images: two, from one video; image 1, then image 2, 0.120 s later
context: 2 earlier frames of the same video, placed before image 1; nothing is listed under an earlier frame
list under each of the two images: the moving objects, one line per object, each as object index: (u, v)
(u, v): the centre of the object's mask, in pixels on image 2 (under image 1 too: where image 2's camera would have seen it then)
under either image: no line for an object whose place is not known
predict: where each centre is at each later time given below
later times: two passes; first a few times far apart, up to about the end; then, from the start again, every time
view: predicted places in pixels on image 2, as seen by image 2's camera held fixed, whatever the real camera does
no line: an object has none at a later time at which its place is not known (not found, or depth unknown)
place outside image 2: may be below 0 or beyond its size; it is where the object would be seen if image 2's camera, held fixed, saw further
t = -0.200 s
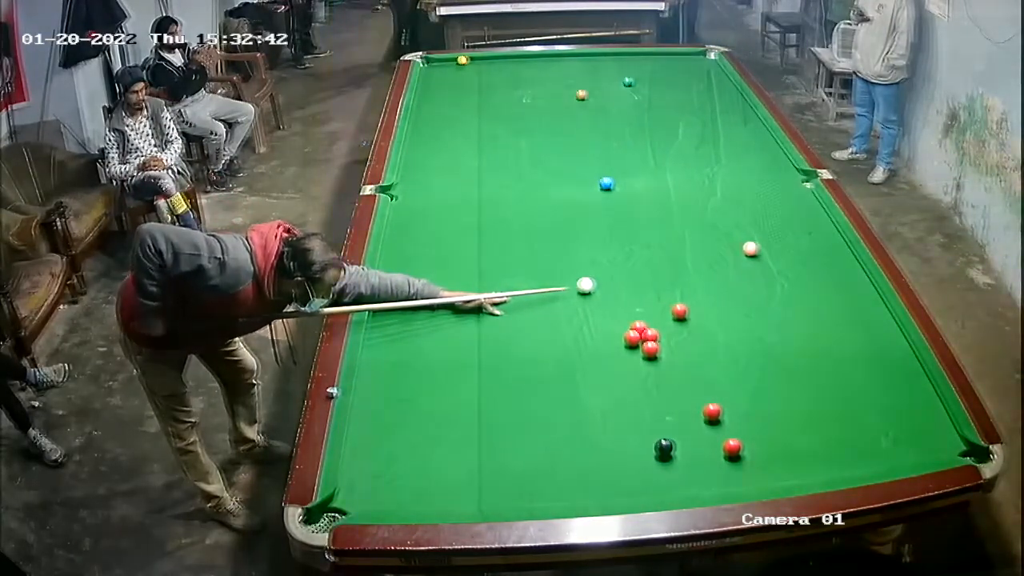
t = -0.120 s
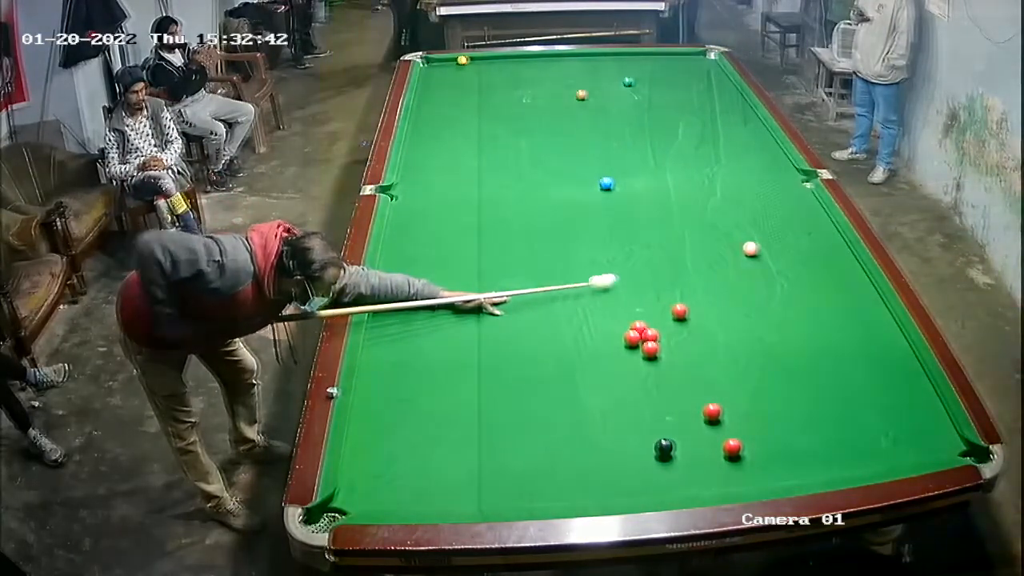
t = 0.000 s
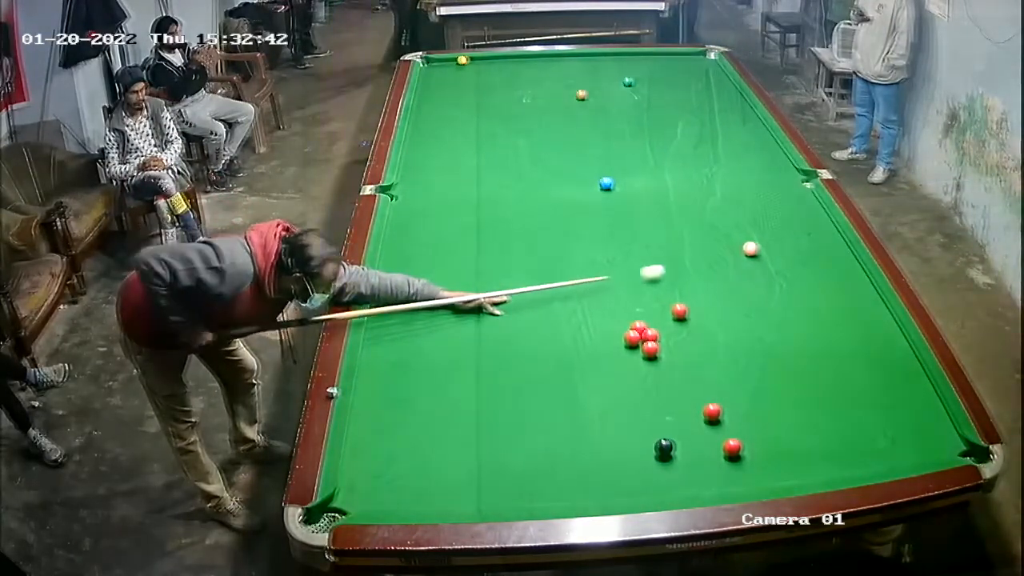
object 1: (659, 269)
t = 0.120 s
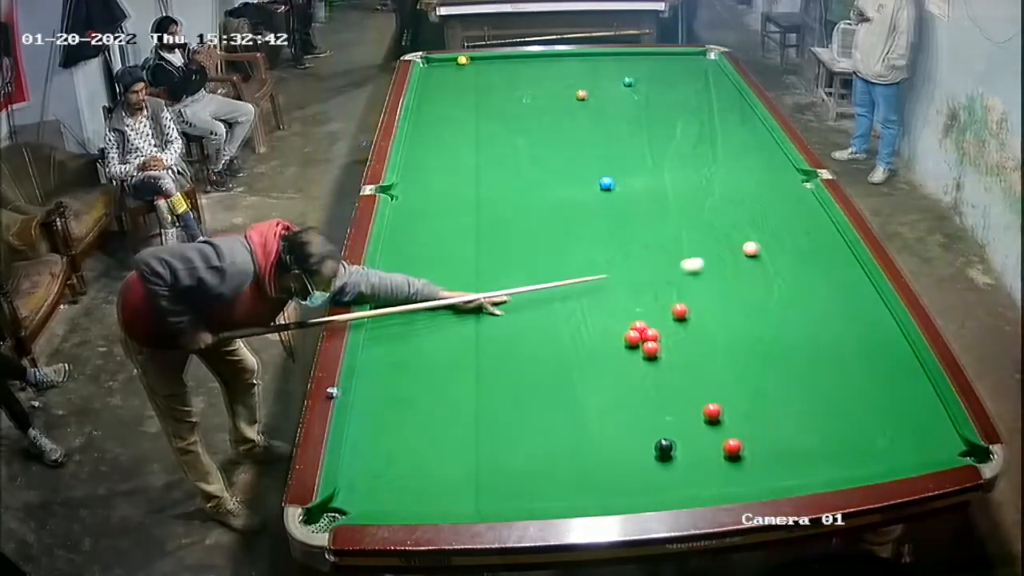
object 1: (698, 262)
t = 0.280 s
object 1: (746, 255)
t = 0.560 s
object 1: (813, 262)
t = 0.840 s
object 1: (852, 269)
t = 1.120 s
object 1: (816, 278)
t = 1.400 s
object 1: (780, 286)
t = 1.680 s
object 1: (743, 295)
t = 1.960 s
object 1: (708, 303)
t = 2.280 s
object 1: (686, 305)
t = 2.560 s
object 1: (677, 304)
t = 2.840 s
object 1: (673, 304)
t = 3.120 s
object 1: (671, 304)
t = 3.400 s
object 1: (671, 304)
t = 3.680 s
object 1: (671, 304)
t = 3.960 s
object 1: (671, 304)
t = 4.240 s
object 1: (671, 304)
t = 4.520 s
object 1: (671, 304)
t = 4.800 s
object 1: (671, 304)
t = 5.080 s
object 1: (671, 304)
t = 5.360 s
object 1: (670, 304)
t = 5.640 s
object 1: (670, 304)
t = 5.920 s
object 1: (670, 304)
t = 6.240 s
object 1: (670, 304)
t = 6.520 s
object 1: (670, 304)
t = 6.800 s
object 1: (670, 304)
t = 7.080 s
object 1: (670, 304)
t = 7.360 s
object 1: (670, 304)
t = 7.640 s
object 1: (670, 304)
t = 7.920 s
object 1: (670, 304)
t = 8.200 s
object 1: (670, 304)
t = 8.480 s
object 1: (670, 304)
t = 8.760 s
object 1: (670, 304)
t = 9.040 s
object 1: (670, 304)
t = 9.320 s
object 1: (670, 304)
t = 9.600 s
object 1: (670, 304)
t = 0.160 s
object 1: (711, 260)
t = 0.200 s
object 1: (723, 257)
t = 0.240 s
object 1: (736, 255)
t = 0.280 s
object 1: (746, 255)
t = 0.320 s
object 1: (757, 255)
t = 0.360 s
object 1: (767, 256)
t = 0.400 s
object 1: (776, 257)
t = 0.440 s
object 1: (785, 258)
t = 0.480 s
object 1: (795, 260)
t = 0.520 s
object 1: (803, 261)
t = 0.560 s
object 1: (813, 262)
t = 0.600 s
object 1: (822, 263)
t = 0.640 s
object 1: (830, 264)
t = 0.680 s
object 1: (839, 265)
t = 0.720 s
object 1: (847, 266)
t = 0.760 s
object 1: (857, 267)
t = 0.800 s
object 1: (857, 268)
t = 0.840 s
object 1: (852, 269)
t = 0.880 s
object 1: (847, 270)
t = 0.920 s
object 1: (842, 271)
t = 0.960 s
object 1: (837, 273)
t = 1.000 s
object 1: (831, 274)
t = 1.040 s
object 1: (826, 275)
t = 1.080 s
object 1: (821, 276)
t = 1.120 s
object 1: (816, 278)
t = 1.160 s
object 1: (811, 279)
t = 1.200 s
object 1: (806, 280)
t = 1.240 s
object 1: (801, 281)
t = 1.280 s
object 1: (795, 282)
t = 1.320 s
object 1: (790, 283)
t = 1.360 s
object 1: (785, 285)
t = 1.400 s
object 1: (780, 286)
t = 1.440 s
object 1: (774, 287)
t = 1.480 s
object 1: (769, 288)
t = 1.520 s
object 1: (764, 290)
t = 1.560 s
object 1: (759, 291)
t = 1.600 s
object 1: (754, 292)
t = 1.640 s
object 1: (748, 293)
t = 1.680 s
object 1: (743, 295)
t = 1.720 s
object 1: (738, 296)
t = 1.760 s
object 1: (733, 297)
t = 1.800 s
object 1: (728, 298)
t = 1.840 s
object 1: (723, 299)
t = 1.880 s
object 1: (718, 300)
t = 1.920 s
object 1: (713, 302)
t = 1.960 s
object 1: (708, 303)
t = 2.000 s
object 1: (703, 304)
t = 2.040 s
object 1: (698, 305)
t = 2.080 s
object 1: (694, 305)
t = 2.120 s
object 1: (692, 306)
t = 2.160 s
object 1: (690, 305)
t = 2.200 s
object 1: (689, 305)
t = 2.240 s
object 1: (687, 306)
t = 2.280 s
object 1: (686, 305)
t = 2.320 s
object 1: (684, 305)
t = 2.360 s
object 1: (683, 305)
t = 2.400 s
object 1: (682, 305)
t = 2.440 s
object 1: (681, 305)
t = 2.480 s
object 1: (680, 305)
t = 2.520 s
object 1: (678, 304)
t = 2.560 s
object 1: (677, 304)
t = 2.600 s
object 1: (677, 304)
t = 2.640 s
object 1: (676, 304)
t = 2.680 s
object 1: (675, 304)
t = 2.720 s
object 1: (674, 304)
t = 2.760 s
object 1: (674, 304)
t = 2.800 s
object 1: (673, 304)
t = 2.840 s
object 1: (673, 304)
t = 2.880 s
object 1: (672, 304)
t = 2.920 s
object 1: (672, 304)
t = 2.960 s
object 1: (672, 304)
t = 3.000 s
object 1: (671, 304)
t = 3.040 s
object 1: (671, 304)
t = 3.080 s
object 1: (671, 304)
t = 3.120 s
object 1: (671, 304)
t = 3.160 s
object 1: (670, 304)
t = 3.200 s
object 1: (670, 304)
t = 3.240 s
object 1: (671, 304)
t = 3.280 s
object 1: (671, 304)
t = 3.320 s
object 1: (671, 304)
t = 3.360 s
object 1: (671, 304)
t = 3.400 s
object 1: (671, 304)
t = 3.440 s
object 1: (671, 304)
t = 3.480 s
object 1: (671, 304)
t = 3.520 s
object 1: (671, 304)
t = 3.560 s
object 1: (671, 304)
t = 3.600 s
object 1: (671, 304)
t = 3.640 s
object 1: (671, 304)
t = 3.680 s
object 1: (671, 304)
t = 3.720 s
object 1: (671, 304)
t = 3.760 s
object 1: (671, 304)
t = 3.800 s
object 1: (671, 304)
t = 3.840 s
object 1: (671, 304)
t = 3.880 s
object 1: (671, 304)
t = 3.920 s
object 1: (671, 304)
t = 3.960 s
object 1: (671, 304)
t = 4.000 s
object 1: (671, 304)
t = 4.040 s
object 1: (671, 304)
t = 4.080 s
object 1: (671, 304)
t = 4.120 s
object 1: (671, 304)
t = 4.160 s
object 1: (671, 304)
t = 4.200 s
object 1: (671, 304)
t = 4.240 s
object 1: (671, 304)
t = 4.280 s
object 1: (671, 304)
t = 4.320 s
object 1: (671, 304)
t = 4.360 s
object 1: (671, 304)
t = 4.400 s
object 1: (671, 304)
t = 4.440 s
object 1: (671, 304)
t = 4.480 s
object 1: (671, 304)
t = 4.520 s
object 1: (671, 304)
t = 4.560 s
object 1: (671, 304)
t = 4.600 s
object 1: (671, 304)
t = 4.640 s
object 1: (671, 304)
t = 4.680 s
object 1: (671, 304)
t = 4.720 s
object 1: (671, 304)
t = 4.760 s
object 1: (671, 304)
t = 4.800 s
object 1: (671, 304)
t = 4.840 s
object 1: (671, 304)
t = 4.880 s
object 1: (671, 304)
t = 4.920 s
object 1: (671, 304)
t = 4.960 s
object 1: (671, 304)
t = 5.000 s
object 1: (671, 304)
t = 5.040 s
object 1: (671, 304)
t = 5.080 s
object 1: (671, 304)
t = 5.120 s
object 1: (671, 304)
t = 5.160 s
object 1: (670, 304)
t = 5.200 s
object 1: (670, 304)
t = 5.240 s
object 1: (670, 304)
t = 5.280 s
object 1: (671, 304)
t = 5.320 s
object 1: (670, 304)
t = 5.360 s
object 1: (670, 304)
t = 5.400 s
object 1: (670, 304)
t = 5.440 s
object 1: (671, 304)
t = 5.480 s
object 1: (670, 304)
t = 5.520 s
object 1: (670, 304)
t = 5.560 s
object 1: (670, 304)
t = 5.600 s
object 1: (671, 304)
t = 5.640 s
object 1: (670, 304)
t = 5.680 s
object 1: (670, 304)
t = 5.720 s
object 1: (670, 304)
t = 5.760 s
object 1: (671, 304)
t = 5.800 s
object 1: (670, 304)
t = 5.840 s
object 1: (670, 304)
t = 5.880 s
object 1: (670, 304)
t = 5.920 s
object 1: (670, 304)
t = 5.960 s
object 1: (670, 304)
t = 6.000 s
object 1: (670, 304)
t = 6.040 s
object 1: (670, 304)
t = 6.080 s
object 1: (670, 304)
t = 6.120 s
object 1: (670, 304)
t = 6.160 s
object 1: (670, 304)
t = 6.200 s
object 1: (670, 304)
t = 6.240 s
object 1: (670, 304)
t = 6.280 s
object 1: (670, 304)
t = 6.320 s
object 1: (670, 304)
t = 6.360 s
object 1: (670, 304)
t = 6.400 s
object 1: (670, 304)
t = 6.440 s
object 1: (670, 304)
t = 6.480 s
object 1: (670, 304)
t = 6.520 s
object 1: (670, 304)
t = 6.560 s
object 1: (670, 304)
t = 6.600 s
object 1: (670, 304)
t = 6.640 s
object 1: (670, 304)
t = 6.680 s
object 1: (670, 304)
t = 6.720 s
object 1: (670, 304)
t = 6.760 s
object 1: (670, 304)
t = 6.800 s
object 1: (670, 304)
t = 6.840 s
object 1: (670, 304)
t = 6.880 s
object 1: (670, 304)
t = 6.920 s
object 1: (670, 304)
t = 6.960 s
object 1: (670, 304)
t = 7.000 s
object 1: (670, 304)
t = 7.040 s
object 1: (670, 304)
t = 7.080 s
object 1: (670, 304)
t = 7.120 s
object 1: (671, 304)
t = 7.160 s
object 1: (670, 304)
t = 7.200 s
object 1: (670, 304)
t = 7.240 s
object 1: (670, 304)
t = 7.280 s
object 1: (670, 304)
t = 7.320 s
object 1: (670, 304)
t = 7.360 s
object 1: (670, 304)
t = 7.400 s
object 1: (670, 304)
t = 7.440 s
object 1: (670, 304)
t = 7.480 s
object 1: (670, 304)
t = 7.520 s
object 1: (670, 304)
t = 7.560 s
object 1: (670, 304)
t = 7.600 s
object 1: (670, 304)
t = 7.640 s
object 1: (670, 304)
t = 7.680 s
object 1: (670, 304)
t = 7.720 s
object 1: (670, 304)
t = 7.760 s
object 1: (670, 304)
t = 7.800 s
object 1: (670, 304)
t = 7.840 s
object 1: (670, 304)
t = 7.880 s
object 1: (670, 304)
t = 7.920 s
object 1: (670, 304)
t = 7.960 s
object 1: (670, 304)
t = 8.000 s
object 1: (670, 304)
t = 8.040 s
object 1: (670, 304)
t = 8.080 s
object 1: (670, 304)
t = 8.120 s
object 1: (670, 304)
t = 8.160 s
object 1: (670, 304)
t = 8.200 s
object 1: (670, 304)
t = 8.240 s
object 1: (670, 304)
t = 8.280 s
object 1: (670, 304)
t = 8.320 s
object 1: (670, 304)
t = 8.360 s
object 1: (670, 304)
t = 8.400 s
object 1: (670, 304)
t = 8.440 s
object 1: (670, 304)
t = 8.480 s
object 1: (670, 304)
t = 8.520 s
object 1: (670, 304)
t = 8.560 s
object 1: (670, 304)
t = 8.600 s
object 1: (670, 304)
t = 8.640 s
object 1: (670, 304)
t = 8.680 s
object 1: (670, 304)
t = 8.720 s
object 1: (670, 304)
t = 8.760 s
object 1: (670, 304)
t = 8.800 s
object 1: (670, 304)
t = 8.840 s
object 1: (670, 304)
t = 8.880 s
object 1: (670, 304)
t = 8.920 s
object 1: (670, 304)
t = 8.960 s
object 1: (670, 304)
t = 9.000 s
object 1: (670, 304)
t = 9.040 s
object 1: (670, 304)
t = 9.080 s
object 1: (670, 304)
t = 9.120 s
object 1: (670, 304)
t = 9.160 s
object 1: (670, 304)
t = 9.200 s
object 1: (670, 304)
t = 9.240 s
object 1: (670, 304)
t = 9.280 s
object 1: (670, 304)
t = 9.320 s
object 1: (670, 304)
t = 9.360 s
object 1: (670, 304)
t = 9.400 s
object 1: (670, 304)
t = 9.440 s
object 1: (670, 304)
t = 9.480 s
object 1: (670, 304)
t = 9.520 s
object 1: (670, 304)
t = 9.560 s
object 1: (670, 304)
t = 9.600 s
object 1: (670, 304)
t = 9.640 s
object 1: (670, 304)
